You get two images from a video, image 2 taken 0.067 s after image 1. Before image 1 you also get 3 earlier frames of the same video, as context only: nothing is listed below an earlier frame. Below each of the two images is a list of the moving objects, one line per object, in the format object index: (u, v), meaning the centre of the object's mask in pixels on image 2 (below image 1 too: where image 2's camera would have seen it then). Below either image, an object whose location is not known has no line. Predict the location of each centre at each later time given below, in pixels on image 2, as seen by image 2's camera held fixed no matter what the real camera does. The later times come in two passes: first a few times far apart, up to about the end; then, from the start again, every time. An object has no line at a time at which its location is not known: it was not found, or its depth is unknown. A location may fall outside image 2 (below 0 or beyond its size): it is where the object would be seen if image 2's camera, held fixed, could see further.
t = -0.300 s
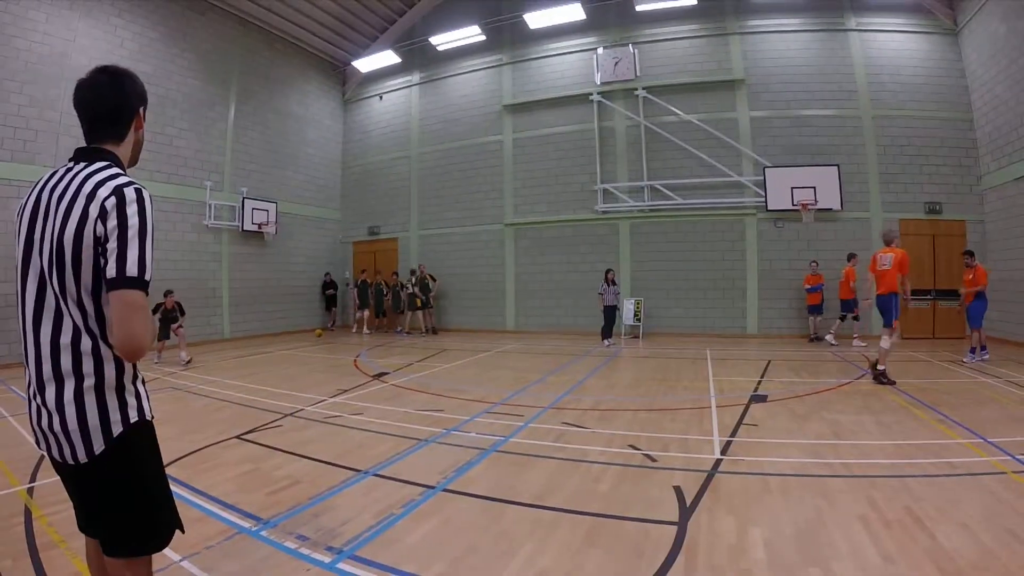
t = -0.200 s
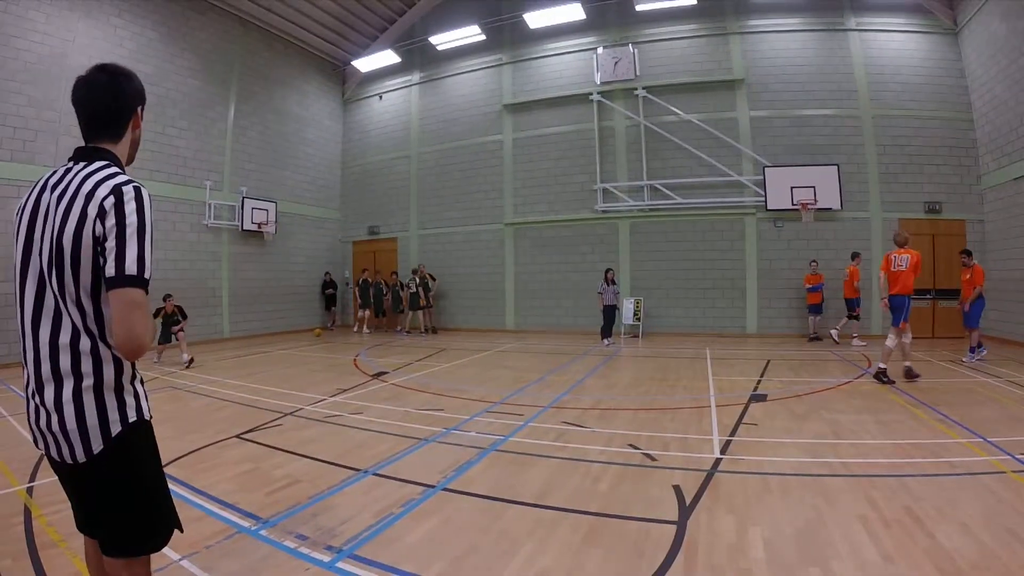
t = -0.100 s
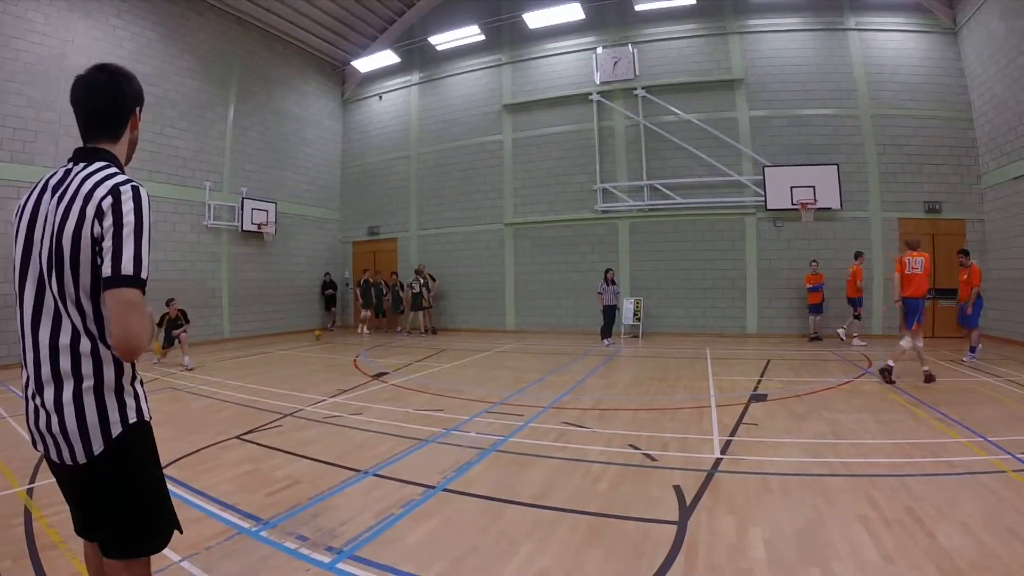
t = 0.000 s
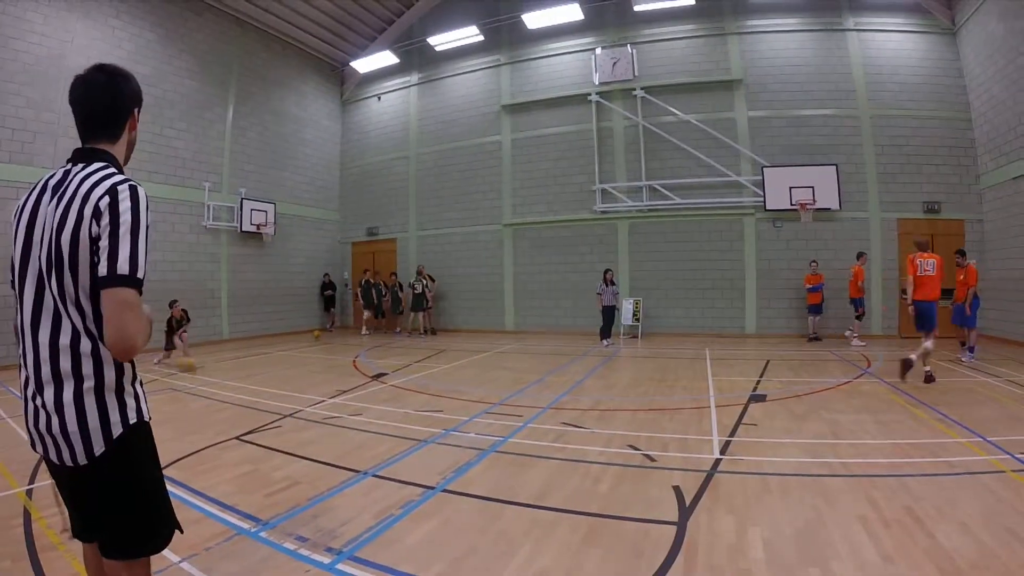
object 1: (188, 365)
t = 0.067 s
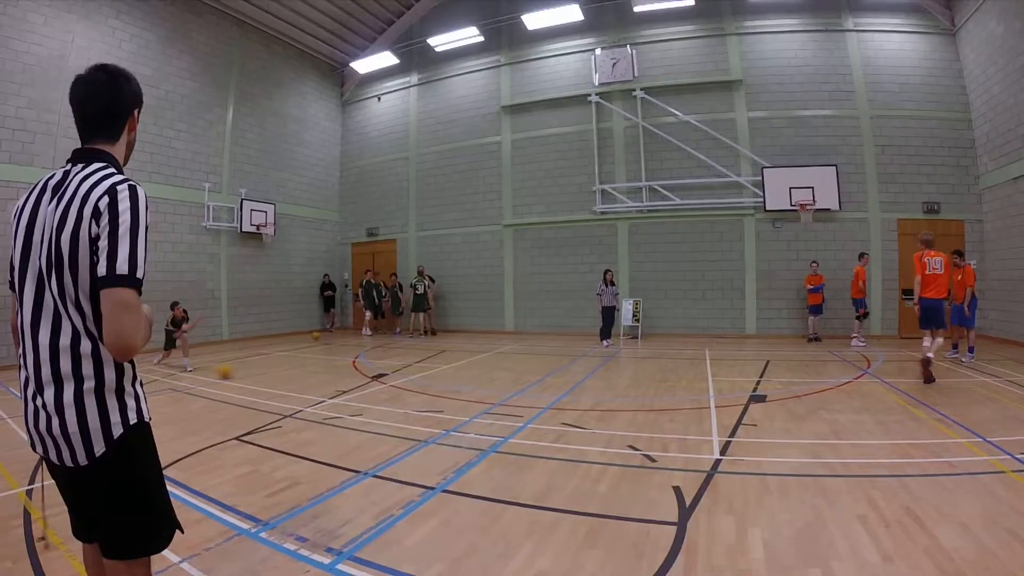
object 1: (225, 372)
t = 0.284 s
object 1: (349, 385)
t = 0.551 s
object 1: (538, 399)
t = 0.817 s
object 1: (736, 409)
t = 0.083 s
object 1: (233, 373)
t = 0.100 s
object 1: (241, 374)
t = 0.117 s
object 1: (250, 375)
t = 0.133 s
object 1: (258, 375)
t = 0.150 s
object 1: (266, 375)
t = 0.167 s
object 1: (279, 374)
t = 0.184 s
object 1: (286, 375)
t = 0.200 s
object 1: (298, 376)
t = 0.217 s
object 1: (306, 381)
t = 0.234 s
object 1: (318, 383)
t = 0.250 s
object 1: (328, 384)
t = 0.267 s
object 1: (338, 385)
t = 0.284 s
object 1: (349, 385)
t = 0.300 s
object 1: (359, 384)
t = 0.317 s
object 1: (371, 383)
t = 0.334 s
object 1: (382, 382)
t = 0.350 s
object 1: (392, 382)
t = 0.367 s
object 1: (404, 384)
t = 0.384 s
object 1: (416, 384)
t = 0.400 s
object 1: (426, 385)
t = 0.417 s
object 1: (439, 387)
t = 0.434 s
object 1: (450, 387)
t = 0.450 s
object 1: (464, 388)
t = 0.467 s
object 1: (476, 392)
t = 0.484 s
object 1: (490, 394)
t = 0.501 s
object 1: (503, 399)
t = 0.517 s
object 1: (516, 401)
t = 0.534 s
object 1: (527, 401)
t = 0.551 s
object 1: (538, 399)
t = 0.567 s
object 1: (552, 399)
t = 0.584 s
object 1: (565, 398)
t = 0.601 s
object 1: (577, 397)
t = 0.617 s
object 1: (589, 399)
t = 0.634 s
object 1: (601, 400)
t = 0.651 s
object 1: (614, 400)
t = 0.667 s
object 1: (628, 401)
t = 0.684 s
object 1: (641, 402)
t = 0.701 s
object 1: (654, 406)
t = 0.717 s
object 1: (666, 407)
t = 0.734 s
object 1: (676, 407)
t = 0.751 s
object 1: (688, 406)
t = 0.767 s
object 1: (701, 407)
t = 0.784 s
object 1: (712, 407)
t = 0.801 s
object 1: (725, 407)
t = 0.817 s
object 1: (736, 409)
